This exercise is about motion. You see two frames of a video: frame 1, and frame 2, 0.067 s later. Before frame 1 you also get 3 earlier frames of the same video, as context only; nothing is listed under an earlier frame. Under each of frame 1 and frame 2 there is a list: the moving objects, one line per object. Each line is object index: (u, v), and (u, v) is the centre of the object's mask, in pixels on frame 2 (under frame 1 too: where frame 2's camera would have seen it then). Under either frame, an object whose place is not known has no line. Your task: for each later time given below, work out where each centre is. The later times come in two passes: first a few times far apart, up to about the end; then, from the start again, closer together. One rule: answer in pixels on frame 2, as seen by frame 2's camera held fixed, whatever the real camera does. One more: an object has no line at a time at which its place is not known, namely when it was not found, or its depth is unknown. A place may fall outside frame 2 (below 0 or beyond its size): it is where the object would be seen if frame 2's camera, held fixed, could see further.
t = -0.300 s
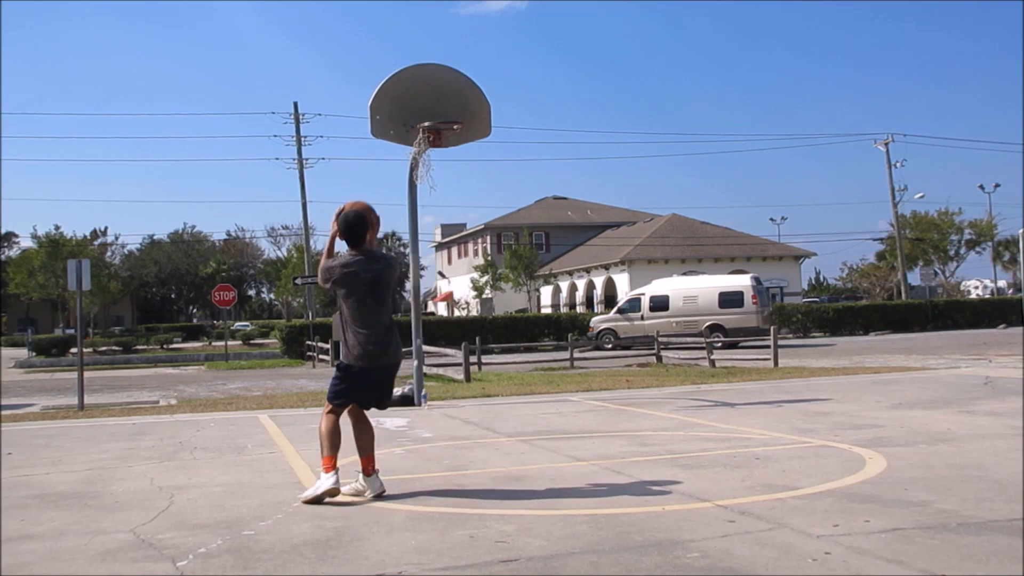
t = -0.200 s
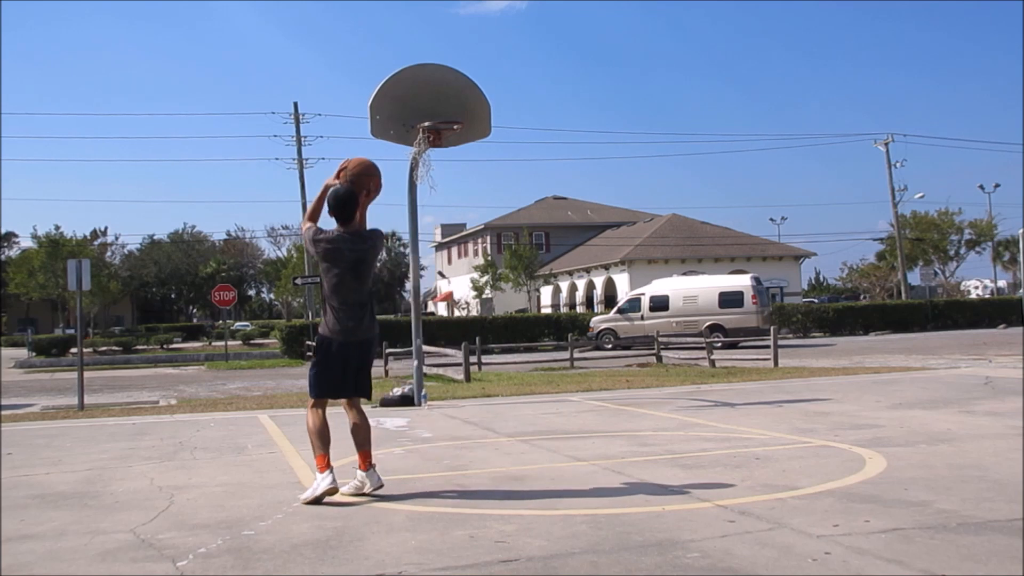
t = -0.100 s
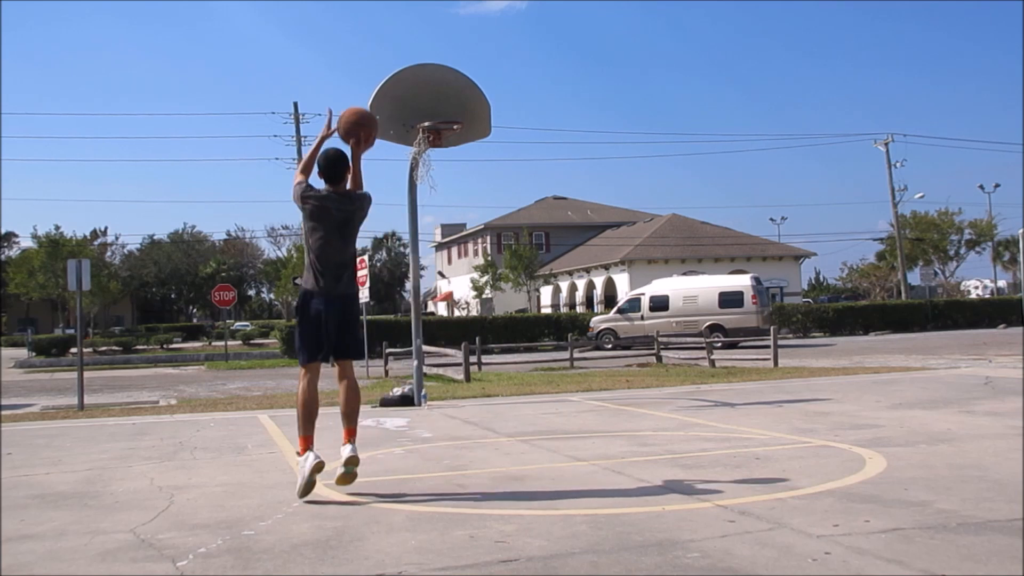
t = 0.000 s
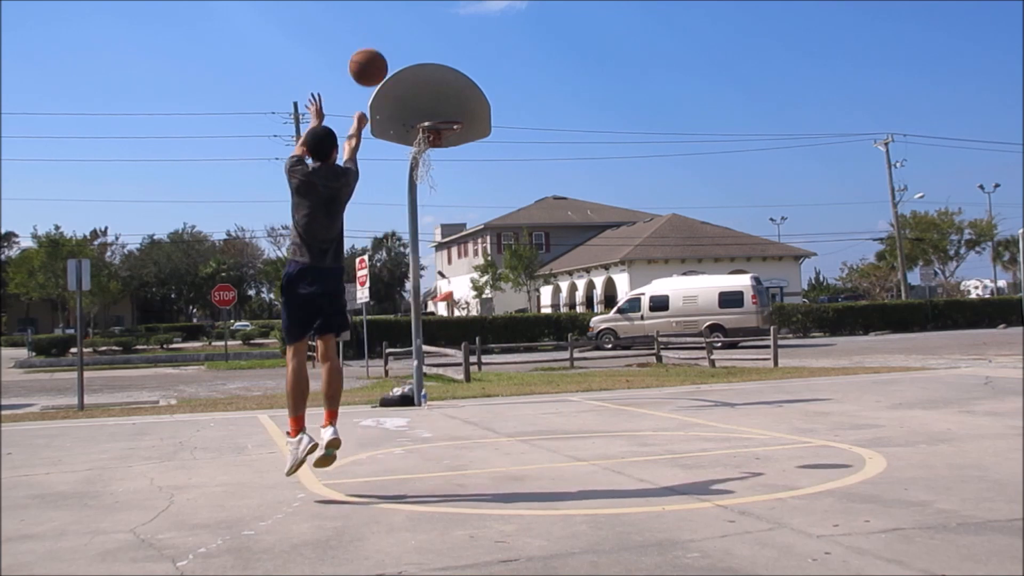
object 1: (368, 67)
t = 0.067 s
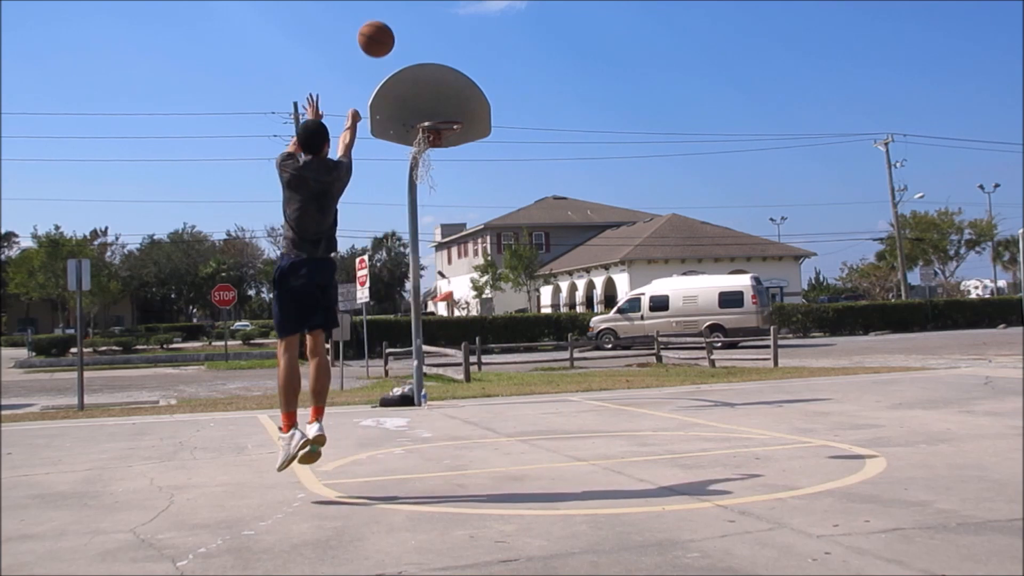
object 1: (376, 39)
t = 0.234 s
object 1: (393, 8)
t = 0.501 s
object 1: (414, 18)
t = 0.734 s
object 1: (429, 80)
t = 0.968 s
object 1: (452, 164)
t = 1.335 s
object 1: (517, 386)
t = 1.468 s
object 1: (532, 349)
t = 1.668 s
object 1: (554, 253)
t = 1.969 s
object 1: (594, 177)
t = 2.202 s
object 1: (631, 184)
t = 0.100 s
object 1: (380, 28)
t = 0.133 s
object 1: (383, 19)
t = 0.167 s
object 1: (386, 13)
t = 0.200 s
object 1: (390, 10)
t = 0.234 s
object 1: (393, 8)
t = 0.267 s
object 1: (396, 7)
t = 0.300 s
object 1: (399, 7)
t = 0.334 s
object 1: (402, 7)
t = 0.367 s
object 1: (404, 7)
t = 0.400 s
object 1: (407, 9)
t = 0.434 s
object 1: (409, 10)
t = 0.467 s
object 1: (412, 13)
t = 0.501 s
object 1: (414, 18)
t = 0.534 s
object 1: (416, 25)
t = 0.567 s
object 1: (418, 32)
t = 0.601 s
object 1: (421, 40)
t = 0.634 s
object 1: (423, 49)
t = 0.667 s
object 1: (425, 58)
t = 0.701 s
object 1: (427, 69)
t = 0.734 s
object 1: (429, 80)
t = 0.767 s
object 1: (431, 91)
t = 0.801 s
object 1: (433, 103)
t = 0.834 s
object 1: (434, 114)
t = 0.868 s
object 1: (436, 132)
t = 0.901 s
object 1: (441, 140)
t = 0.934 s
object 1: (447, 151)
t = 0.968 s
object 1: (452, 164)
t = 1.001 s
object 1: (457, 178)
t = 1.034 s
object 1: (463, 193)
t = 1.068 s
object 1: (468, 209)
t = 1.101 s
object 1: (474, 227)
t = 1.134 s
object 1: (480, 245)
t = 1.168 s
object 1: (485, 266)
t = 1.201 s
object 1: (492, 287)
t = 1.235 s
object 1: (497, 310)
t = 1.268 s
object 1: (504, 334)
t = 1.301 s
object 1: (510, 359)
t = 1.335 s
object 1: (517, 386)
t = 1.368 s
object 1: (523, 410)
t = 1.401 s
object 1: (526, 389)
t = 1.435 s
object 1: (529, 369)
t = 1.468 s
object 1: (532, 349)
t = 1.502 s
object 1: (535, 331)
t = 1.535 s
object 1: (539, 314)
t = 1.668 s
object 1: (554, 253)
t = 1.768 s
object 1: (566, 218)
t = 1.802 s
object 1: (570, 209)
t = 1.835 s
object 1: (575, 200)
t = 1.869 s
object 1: (580, 192)
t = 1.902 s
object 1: (584, 186)
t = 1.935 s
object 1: (589, 181)
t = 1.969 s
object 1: (594, 177)
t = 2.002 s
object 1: (599, 174)
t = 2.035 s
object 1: (604, 173)
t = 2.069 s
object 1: (609, 172)
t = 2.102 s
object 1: (614, 173)
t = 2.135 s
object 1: (620, 176)
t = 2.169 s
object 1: (626, 179)
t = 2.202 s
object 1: (631, 184)
